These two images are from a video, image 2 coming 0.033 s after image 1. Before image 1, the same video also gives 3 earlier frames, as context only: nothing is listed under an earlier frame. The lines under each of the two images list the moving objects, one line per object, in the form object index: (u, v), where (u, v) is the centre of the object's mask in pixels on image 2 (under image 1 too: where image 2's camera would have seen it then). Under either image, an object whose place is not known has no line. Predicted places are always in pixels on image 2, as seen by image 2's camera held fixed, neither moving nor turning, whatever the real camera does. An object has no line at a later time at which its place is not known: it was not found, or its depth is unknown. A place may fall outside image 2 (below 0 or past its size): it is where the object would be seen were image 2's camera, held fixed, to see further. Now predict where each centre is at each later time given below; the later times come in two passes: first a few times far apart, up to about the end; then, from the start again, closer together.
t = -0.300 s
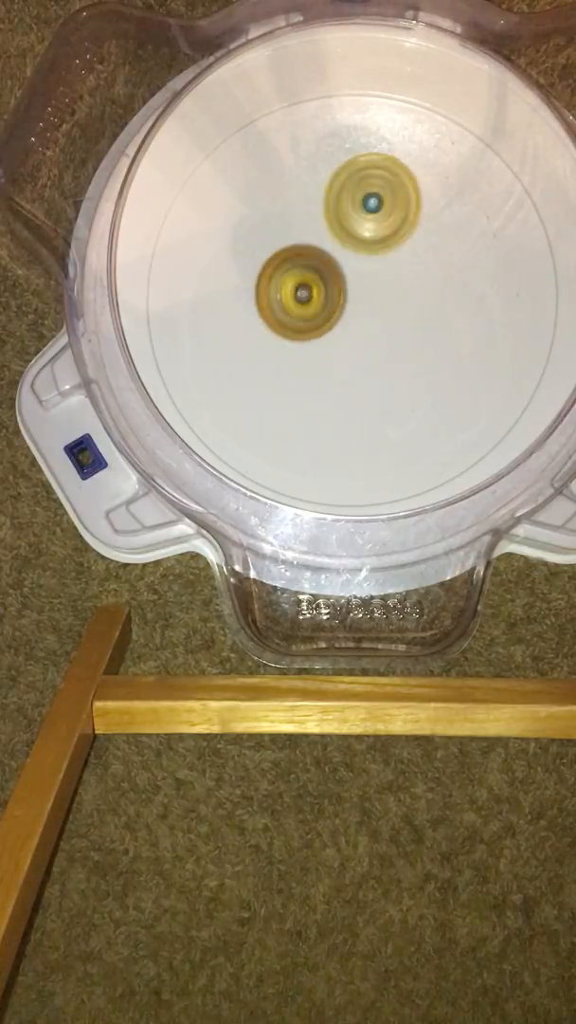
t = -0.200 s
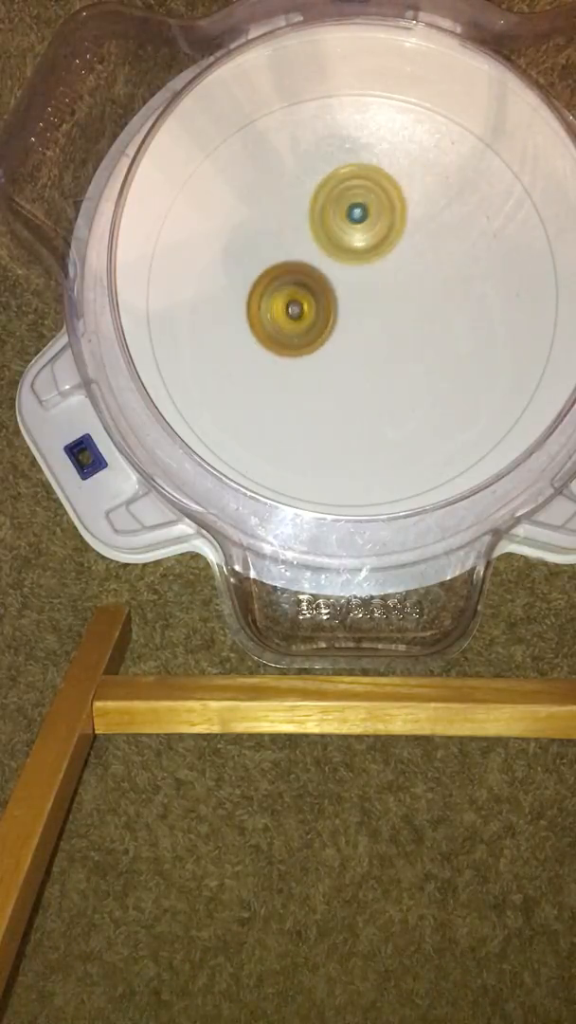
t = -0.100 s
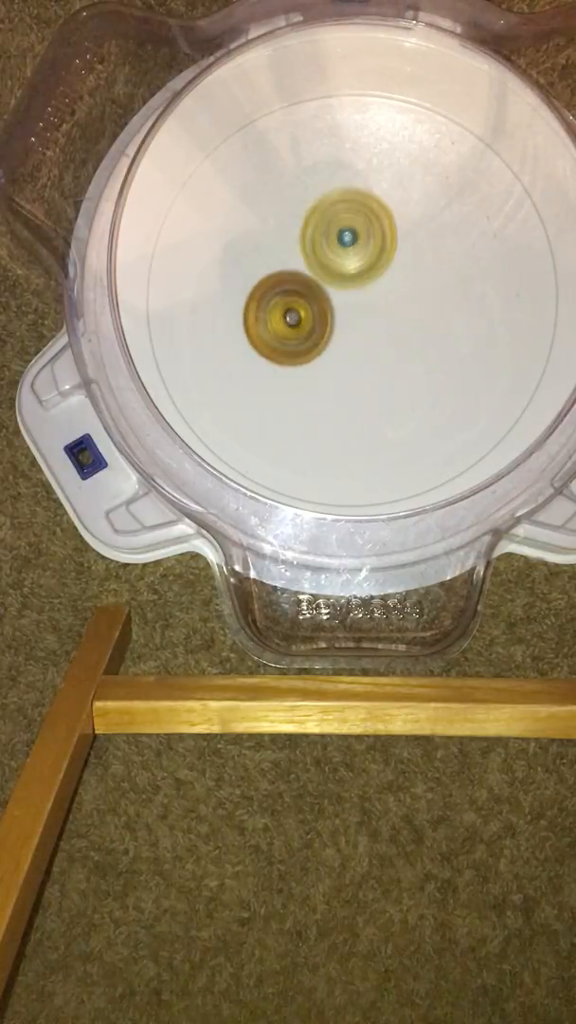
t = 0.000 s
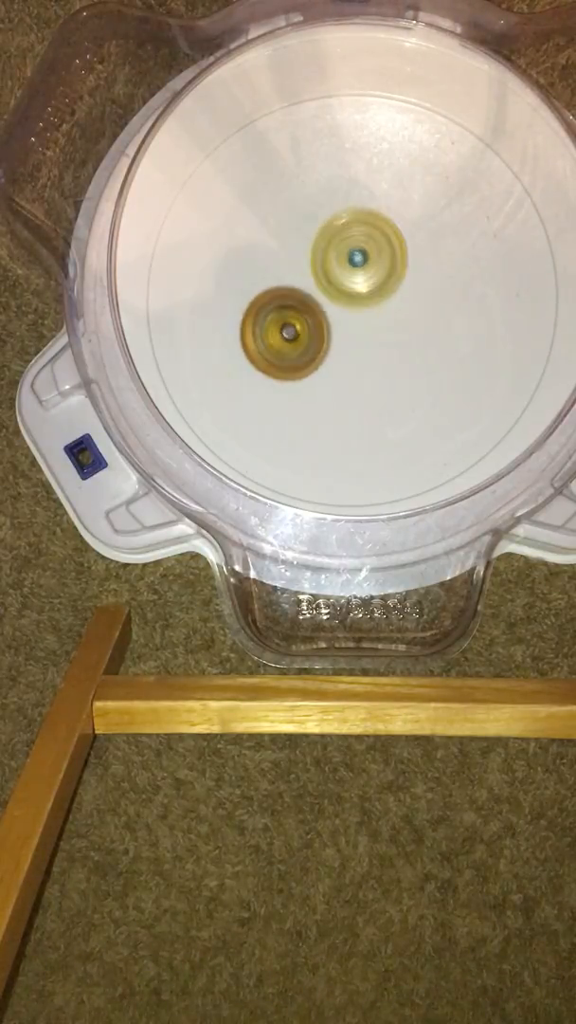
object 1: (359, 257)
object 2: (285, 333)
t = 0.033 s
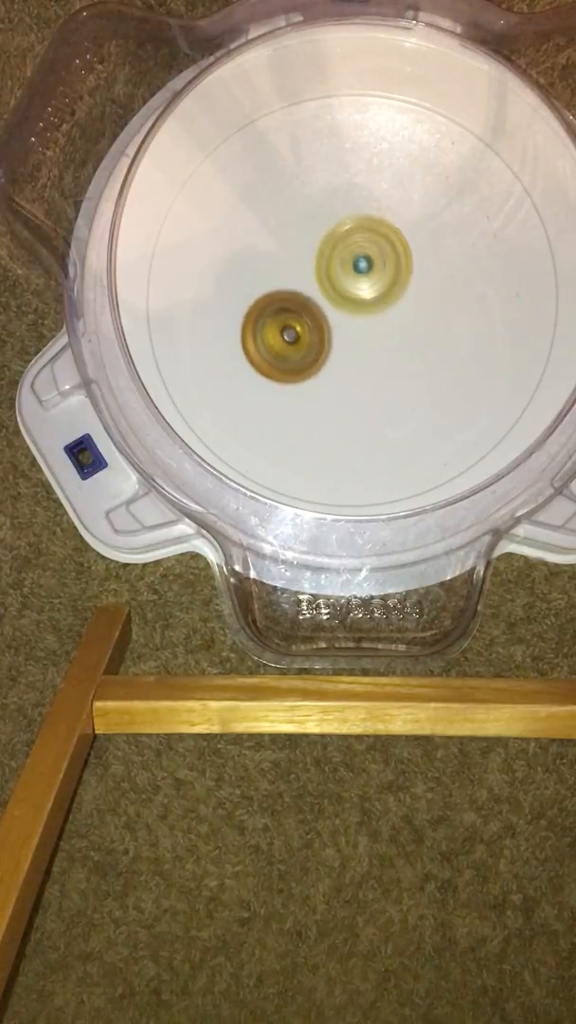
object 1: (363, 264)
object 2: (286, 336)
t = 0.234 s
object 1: (398, 299)
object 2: (304, 345)
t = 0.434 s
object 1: (429, 310)
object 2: (332, 343)
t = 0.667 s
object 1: (443, 302)
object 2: (345, 328)
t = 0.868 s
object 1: (428, 299)
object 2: (337, 313)
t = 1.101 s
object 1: (381, 309)
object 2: (290, 273)
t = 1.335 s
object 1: (334, 344)
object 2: (279, 248)
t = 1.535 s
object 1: (324, 363)
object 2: (281, 241)
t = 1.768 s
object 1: (331, 345)
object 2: (297, 246)
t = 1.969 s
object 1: (341, 328)
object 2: (323, 234)
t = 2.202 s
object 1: (361, 325)
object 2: (369, 233)
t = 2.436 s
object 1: (375, 330)
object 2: (400, 241)
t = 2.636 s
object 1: (370, 335)
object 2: (411, 239)
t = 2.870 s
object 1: (352, 326)
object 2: (414, 242)
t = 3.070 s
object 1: (327, 314)
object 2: (410, 256)
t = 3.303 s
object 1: (304, 299)
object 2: (396, 296)
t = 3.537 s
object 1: (298, 301)
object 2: (384, 331)
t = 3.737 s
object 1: (306, 290)
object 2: (379, 344)
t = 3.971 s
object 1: (325, 262)
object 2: (384, 349)
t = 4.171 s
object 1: (343, 241)
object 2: (381, 345)
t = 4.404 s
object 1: (366, 238)
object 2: (362, 330)
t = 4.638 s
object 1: (378, 243)
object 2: (343, 330)
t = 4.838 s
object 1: (384, 260)
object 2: (321, 342)
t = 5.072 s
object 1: (402, 281)
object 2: (312, 347)
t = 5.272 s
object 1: (414, 291)
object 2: (310, 340)
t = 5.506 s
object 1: (406, 302)
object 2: (316, 311)
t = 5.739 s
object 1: (402, 304)
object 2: (314, 279)
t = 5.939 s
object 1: (389, 308)
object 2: (309, 261)
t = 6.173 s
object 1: (383, 330)
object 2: (287, 226)
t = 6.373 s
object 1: (376, 341)
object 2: (305, 226)
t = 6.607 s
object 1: (363, 345)
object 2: (335, 252)
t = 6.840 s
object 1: (353, 340)
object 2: (341, 248)
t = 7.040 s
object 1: (348, 354)
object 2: (348, 218)
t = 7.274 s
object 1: (345, 336)
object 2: (355, 235)
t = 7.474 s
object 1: (341, 326)
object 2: (361, 238)
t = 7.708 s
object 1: (334, 327)
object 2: (373, 233)
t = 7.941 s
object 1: (336, 325)
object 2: (381, 236)
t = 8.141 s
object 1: (321, 329)
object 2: (383, 254)
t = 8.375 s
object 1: (318, 335)
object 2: (384, 259)
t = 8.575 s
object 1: (322, 334)
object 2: (379, 265)
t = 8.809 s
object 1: (338, 346)
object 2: (373, 274)
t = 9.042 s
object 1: (332, 340)
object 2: (369, 272)
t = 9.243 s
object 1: (333, 340)
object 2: (370, 272)
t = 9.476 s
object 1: (334, 341)
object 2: (372, 273)
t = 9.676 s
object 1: (334, 342)
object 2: (372, 273)
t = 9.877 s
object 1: (334, 342)
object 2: (373, 273)
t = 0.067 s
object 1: (368, 271)
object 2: (287, 339)
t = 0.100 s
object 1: (374, 278)
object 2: (289, 341)
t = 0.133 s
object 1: (380, 284)
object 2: (292, 342)
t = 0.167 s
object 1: (386, 290)
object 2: (296, 344)
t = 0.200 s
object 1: (392, 295)
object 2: (300, 344)
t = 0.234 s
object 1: (398, 299)
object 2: (304, 345)
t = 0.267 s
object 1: (404, 302)
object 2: (309, 345)
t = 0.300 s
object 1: (409, 305)
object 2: (314, 345)
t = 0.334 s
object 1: (414, 307)
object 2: (319, 345)
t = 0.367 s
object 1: (418, 309)
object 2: (326, 344)
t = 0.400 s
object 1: (424, 310)
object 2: (329, 344)
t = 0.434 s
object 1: (429, 310)
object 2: (332, 343)
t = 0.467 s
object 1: (434, 309)
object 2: (336, 342)
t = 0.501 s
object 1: (437, 308)
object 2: (340, 340)
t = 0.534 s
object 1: (440, 307)
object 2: (345, 337)
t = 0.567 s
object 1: (441, 305)
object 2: (348, 334)
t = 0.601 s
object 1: (444, 304)
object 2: (345, 332)
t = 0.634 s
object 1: (444, 303)
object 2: (344, 331)
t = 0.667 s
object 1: (443, 302)
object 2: (345, 328)
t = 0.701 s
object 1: (441, 301)
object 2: (347, 325)
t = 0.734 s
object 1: (438, 301)
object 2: (347, 322)
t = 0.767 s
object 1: (434, 300)
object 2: (346, 320)
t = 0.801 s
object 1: (432, 300)
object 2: (342, 318)
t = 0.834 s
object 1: (430, 299)
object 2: (340, 316)
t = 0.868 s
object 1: (428, 299)
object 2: (337, 313)
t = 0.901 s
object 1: (424, 298)
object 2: (333, 312)
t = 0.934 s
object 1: (419, 298)
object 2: (325, 308)
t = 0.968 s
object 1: (412, 299)
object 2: (315, 303)
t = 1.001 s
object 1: (405, 301)
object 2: (306, 296)
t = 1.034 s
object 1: (398, 303)
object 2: (300, 287)
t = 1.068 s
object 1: (390, 306)
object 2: (294, 280)
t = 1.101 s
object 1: (381, 309)
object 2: (290, 273)
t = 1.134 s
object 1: (373, 312)
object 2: (287, 267)
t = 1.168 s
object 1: (365, 317)
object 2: (285, 261)
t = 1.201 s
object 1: (357, 322)
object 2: (284, 258)
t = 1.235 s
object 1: (350, 327)
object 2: (283, 256)
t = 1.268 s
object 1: (344, 333)
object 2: (280, 252)
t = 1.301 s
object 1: (339, 338)
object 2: (279, 249)
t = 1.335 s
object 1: (334, 344)
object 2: (279, 248)
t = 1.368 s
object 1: (331, 349)
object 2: (278, 246)
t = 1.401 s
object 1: (328, 353)
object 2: (278, 244)
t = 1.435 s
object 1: (326, 357)
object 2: (279, 243)
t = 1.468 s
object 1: (325, 360)
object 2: (280, 242)
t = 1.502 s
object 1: (324, 362)
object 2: (280, 242)
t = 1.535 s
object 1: (324, 363)
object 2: (281, 241)
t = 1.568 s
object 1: (325, 364)
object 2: (283, 241)
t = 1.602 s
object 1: (325, 363)
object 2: (284, 242)
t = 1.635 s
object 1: (326, 361)
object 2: (286, 242)
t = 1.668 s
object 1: (327, 359)
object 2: (288, 243)
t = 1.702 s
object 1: (329, 355)
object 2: (291, 244)
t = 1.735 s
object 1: (330, 351)
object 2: (294, 245)
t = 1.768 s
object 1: (331, 345)
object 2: (297, 246)
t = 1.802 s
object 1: (332, 339)
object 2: (301, 247)
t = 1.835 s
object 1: (333, 334)
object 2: (305, 248)
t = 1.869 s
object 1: (335, 331)
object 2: (308, 244)
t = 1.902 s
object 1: (336, 328)
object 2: (312, 240)
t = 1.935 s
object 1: (339, 328)
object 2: (317, 236)
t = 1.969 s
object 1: (341, 328)
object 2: (323, 234)
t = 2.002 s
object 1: (344, 327)
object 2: (329, 233)
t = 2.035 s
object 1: (347, 326)
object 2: (335, 232)
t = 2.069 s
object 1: (350, 324)
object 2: (342, 233)
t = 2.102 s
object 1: (352, 324)
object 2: (349, 232)
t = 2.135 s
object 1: (356, 324)
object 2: (356, 232)
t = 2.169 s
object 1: (358, 324)
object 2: (363, 232)
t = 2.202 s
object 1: (361, 325)
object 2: (369, 233)
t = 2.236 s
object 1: (363, 326)
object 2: (375, 234)
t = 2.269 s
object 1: (366, 327)
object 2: (382, 236)
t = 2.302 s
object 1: (368, 328)
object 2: (386, 237)
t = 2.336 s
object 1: (370, 330)
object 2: (390, 238)
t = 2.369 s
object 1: (372, 330)
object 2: (394, 239)
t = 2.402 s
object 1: (374, 330)
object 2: (397, 241)
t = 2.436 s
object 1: (375, 330)
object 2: (400, 241)
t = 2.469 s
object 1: (374, 330)
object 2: (403, 241)
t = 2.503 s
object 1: (375, 332)
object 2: (404, 242)
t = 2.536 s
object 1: (374, 334)
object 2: (406, 240)
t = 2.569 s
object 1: (373, 334)
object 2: (409, 239)
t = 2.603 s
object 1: (371, 335)
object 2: (409, 239)
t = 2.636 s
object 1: (370, 335)
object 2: (411, 239)
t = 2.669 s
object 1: (368, 334)
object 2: (412, 240)
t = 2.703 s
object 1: (366, 333)
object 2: (413, 240)
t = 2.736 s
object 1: (365, 332)
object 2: (414, 240)
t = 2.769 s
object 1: (363, 330)
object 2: (414, 242)
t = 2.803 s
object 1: (360, 328)
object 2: (414, 242)
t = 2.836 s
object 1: (356, 327)
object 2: (415, 242)
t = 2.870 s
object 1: (352, 326)
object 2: (414, 242)
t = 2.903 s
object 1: (348, 324)
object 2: (412, 244)
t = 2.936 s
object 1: (343, 322)
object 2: (413, 246)
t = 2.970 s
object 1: (338, 320)
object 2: (413, 248)
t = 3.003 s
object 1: (334, 318)
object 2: (412, 249)
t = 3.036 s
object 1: (330, 316)
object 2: (411, 253)
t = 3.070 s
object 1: (327, 314)
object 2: (410, 256)
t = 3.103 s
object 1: (323, 311)
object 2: (410, 258)
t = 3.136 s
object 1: (319, 310)
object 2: (409, 263)
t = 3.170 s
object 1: (317, 308)
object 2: (407, 268)
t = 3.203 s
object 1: (314, 305)
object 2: (405, 274)
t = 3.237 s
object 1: (311, 303)
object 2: (401, 282)
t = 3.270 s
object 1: (308, 301)
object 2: (397, 289)
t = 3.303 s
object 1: (304, 299)
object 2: (396, 296)
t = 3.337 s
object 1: (301, 299)
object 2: (393, 303)
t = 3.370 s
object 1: (298, 299)
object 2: (392, 308)
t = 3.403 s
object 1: (296, 300)
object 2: (390, 314)
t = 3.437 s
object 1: (296, 301)
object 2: (388, 318)
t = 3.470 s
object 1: (296, 301)
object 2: (386, 323)
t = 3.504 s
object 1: (296, 301)
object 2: (384, 327)
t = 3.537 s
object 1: (298, 301)
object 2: (384, 331)
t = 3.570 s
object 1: (299, 300)
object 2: (382, 335)
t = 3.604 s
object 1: (300, 299)
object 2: (381, 337)
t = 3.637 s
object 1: (301, 297)
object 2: (381, 340)
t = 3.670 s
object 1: (302, 295)
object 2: (380, 342)
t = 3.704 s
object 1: (304, 293)
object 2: (380, 344)
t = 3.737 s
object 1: (306, 290)
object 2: (379, 344)
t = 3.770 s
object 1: (307, 288)
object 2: (379, 345)
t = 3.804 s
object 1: (310, 285)
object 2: (382, 347)
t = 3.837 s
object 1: (313, 281)
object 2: (382, 347)
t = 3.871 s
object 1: (316, 277)
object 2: (383, 348)
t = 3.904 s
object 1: (319, 274)
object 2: (383, 348)
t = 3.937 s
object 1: (322, 268)
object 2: (384, 349)
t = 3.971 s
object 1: (325, 262)
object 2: (384, 349)
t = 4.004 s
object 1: (328, 257)
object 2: (384, 348)
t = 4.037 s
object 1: (331, 253)
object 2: (383, 348)
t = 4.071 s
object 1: (334, 249)
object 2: (383, 348)
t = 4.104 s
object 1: (336, 246)
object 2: (383, 347)
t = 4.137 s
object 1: (340, 244)
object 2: (381, 346)
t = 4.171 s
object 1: (343, 241)
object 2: (381, 345)
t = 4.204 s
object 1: (346, 240)
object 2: (378, 343)
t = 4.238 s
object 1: (350, 240)
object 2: (376, 339)
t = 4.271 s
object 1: (353, 239)
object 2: (372, 336)
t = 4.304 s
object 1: (356, 238)
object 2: (369, 330)
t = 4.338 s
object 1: (360, 239)
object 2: (366, 329)
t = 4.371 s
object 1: (364, 238)
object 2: (363, 330)
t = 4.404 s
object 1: (366, 238)
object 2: (362, 330)
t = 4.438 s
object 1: (368, 238)
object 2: (359, 329)
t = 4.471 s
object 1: (370, 237)
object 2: (357, 329)
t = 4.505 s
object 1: (372, 237)
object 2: (353, 329)
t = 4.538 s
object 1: (374, 238)
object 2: (352, 329)
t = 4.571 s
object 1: (375, 238)
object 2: (348, 329)
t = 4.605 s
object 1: (376, 241)
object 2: (346, 330)
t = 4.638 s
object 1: (378, 243)
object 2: (343, 330)
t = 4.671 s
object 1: (378, 245)
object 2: (341, 330)
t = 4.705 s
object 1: (379, 248)
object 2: (337, 332)
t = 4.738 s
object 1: (381, 251)
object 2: (335, 333)
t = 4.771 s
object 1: (382, 254)
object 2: (329, 337)
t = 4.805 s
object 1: (384, 257)
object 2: (325, 340)
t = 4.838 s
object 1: (384, 260)
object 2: (321, 342)
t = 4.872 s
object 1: (385, 266)
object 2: (318, 343)
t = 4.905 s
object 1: (385, 268)
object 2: (316, 344)
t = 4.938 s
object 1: (384, 274)
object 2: (316, 345)
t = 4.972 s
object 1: (386, 278)
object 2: (314, 344)
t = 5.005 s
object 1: (392, 280)
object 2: (311, 346)
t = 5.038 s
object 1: (397, 281)
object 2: (310, 348)
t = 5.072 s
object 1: (402, 281)
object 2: (312, 347)
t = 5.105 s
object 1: (405, 283)
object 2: (311, 345)
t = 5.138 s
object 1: (409, 284)
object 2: (311, 344)
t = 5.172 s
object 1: (410, 286)
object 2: (310, 343)
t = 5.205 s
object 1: (413, 287)
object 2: (310, 343)
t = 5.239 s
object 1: (412, 288)
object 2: (309, 341)
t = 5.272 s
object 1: (414, 291)
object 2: (310, 340)
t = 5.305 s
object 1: (412, 292)
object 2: (311, 338)
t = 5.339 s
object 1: (410, 295)
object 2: (314, 334)
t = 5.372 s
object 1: (408, 296)
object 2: (316, 330)
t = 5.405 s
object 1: (406, 298)
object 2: (320, 324)
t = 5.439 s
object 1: (407, 299)
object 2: (318, 319)
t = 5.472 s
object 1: (406, 302)
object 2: (316, 315)
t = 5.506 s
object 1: (406, 302)
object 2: (316, 311)
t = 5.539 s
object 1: (405, 303)
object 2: (314, 307)
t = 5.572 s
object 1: (407, 303)
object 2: (314, 303)
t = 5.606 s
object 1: (406, 304)
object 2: (313, 298)
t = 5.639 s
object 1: (405, 303)
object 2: (314, 294)
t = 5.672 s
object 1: (404, 304)
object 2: (313, 288)
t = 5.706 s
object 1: (403, 304)
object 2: (313, 284)
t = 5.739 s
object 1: (402, 304)
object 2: (314, 279)
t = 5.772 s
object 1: (400, 305)
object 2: (313, 276)
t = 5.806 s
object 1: (399, 305)
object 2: (314, 273)
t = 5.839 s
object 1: (397, 305)
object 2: (312, 269)
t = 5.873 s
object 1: (394, 307)
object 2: (313, 267)
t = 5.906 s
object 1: (392, 306)
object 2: (312, 263)
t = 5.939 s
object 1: (389, 308)
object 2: (309, 261)
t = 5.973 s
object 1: (386, 308)
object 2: (307, 256)
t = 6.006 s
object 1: (382, 310)
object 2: (305, 253)
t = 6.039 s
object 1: (379, 309)
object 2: (305, 251)
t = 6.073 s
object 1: (381, 316)
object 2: (299, 244)
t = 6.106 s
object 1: (383, 321)
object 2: (292, 237)
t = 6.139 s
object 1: (384, 327)
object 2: (289, 231)
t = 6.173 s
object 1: (383, 330)
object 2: (287, 226)
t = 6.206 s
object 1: (385, 333)
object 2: (286, 224)
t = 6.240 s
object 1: (382, 337)
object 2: (287, 225)
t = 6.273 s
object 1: (382, 337)
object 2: (291, 225)
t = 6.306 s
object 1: (380, 340)
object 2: (295, 225)
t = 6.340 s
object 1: (378, 340)
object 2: (300, 225)
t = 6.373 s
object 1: (376, 341)
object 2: (305, 226)
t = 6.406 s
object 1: (372, 340)
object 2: (308, 229)
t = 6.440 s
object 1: (372, 339)
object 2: (313, 234)
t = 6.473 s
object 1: (367, 338)
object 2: (319, 242)
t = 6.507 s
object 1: (365, 335)
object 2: (325, 251)
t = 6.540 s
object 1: (365, 338)
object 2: (331, 256)
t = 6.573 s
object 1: (365, 343)
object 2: (333, 253)
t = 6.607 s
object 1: (363, 345)
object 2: (335, 252)
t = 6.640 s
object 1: (361, 341)
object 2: (336, 253)
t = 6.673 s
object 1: (360, 341)
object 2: (338, 252)
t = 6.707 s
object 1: (358, 340)
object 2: (338, 250)
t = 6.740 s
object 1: (356, 339)
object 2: (340, 250)
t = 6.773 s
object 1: (355, 340)
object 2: (341, 249)
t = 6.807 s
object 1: (353, 340)
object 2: (341, 248)
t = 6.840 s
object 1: (353, 340)
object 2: (341, 248)
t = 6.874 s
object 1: (353, 342)
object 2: (341, 248)
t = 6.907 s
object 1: (351, 349)
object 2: (341, 239)
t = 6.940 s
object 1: (349, 350)
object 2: (344, 230)
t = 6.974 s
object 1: (350, 352)
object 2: (346, 224)
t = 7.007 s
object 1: (350, 354)
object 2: (348, 220)
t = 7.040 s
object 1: (348, 354)
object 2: (348, 218)
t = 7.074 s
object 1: (347, 354)
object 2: (346, 218)
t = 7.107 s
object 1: (345, 353)
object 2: (346, 220)
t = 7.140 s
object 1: (344, 350)
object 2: (347, 224)
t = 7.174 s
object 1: (344, 348)
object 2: (350, 227)
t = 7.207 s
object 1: (344, 345)
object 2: (353, 230)
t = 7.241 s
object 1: (344, 340)
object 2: (354, 231)
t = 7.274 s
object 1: (345, 336)
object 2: (355, 235)
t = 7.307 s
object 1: (344, 334)
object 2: (355, 236)
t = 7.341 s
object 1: (342, 333)
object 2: (356, 236)
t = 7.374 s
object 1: (342, 329)
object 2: (356, 237)
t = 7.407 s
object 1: (343, 328)
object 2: (357, 236)
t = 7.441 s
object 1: (342, 327)
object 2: (358, 237)
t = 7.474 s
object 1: (341, 326)
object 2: (361, 238)
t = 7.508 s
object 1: (341, 326)
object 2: (365, 238)
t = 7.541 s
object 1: (340, 326)
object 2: (366, 237)
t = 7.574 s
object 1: (339, 326)
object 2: (369, 236)
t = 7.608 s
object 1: (339, 326)
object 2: (370, 236)
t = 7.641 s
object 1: (338, 326)
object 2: (372, 236)
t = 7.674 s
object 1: (337, 326)
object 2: (372, 236)
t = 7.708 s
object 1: (334, 327)
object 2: (373, 233)
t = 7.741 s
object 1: (330, 327)
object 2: (376, 229)
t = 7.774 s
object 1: (328, 325)
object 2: (378, 228)
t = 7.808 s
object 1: (329, 321)
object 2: (376, 229)
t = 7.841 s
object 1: (333, 320)
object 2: (376, 230)
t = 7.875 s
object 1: (338, 321)
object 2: (376, 234)
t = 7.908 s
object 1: (337, 323)
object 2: (379, 235)
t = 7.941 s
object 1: (336, 325)
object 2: (381, 236)
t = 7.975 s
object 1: (335, 327)
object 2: (381, 238)
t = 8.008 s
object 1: (332, 329)
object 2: (380, 241)
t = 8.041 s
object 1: (329, 331)
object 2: (380, 244)
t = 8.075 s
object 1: (326, 329)
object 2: (380, 248)
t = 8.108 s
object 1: (324, 328)
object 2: (381, 251)
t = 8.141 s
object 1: (321, 329)
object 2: (383, 254)
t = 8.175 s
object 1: (321, 330)
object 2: (384, 257)
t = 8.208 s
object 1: (319, 333)
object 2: (386, 258)
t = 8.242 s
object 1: (318, 335)
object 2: (386, 258)
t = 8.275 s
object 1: (318, 335)
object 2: (387, 259)
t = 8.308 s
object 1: (318, 335)
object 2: (386, 258)
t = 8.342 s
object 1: (318, 335)
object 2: (386, 258)
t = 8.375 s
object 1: (318, 335)
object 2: (384, 259)
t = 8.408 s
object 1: (318, 334)
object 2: (383, 261)
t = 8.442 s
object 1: (319, 334)
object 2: (381, 263)
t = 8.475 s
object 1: (320, 334)
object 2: (381, 264)
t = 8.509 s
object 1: (321, 334)
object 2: (380, 264)
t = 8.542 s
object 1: (321, 334)
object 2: (379, 263)
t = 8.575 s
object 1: (322, 334)
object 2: (379, 265)
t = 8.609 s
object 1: (324, 335)
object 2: (377, 268)
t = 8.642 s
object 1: (326, 336)
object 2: (375, 270)
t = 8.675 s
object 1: (329, 337)
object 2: (374, 273)
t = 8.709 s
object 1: (331, 340)
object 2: (374, 274)
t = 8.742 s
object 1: (334, 342)
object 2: (374, 275)
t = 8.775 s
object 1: (337, 345)
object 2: (374, 275)
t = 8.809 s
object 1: (338, 346)
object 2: (373, 274)
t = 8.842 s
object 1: (338, 346)
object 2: (373, 274)
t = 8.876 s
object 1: (337, 345)
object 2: (372, 274)
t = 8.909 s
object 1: (336, 344)
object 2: (372, 274)
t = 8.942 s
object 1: (334, 342)
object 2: (371, 274)
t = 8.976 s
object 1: (333, 341)
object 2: (370, 273)
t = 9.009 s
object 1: (332, 340)
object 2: (370, 272)
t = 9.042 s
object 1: (332, 340)
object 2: (369, 272)
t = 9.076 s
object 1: (332, 340)
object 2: (369, 271)
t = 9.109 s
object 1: (332, 340)
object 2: (369, 271)
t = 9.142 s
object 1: (332, 340)
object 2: (369, 271)
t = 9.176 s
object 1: (332, 340)
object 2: (369, 271)
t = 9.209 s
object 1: (332, 340)
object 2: (369, 271)
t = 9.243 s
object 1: (333, 340)
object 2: (370, 272)
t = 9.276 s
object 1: (333, 341)
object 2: (371, 272)
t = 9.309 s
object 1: (334, 342)
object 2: (372, 273)
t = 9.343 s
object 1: (335, 342)
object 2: (374, 274)
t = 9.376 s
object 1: (335, 342)
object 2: (374, 273)
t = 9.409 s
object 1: (335, 342)
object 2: (374, 273)
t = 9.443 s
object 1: (334, 341)
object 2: (373, 273)
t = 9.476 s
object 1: (334, 341)
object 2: (372, 273)
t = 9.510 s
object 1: (334, 342)
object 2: (371, 273)
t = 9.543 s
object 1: (334, 342)
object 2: (372, 273)
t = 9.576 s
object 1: (335, 342)
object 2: (372, 273)
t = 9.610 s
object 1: (335, 342)
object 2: (373, 273)
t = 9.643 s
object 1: (335, 342)
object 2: (373, 273)
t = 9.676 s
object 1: (334, 342)
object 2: (372, 273)
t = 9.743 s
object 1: (334, 342)
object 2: (373, 273)
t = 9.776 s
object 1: (334, 342)
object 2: (373, 273)
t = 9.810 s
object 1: (334, 342)
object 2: (372, 273)
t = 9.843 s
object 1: (334, 342)
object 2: (372, 273)
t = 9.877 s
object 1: (334, 342)
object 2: (373, 273)
